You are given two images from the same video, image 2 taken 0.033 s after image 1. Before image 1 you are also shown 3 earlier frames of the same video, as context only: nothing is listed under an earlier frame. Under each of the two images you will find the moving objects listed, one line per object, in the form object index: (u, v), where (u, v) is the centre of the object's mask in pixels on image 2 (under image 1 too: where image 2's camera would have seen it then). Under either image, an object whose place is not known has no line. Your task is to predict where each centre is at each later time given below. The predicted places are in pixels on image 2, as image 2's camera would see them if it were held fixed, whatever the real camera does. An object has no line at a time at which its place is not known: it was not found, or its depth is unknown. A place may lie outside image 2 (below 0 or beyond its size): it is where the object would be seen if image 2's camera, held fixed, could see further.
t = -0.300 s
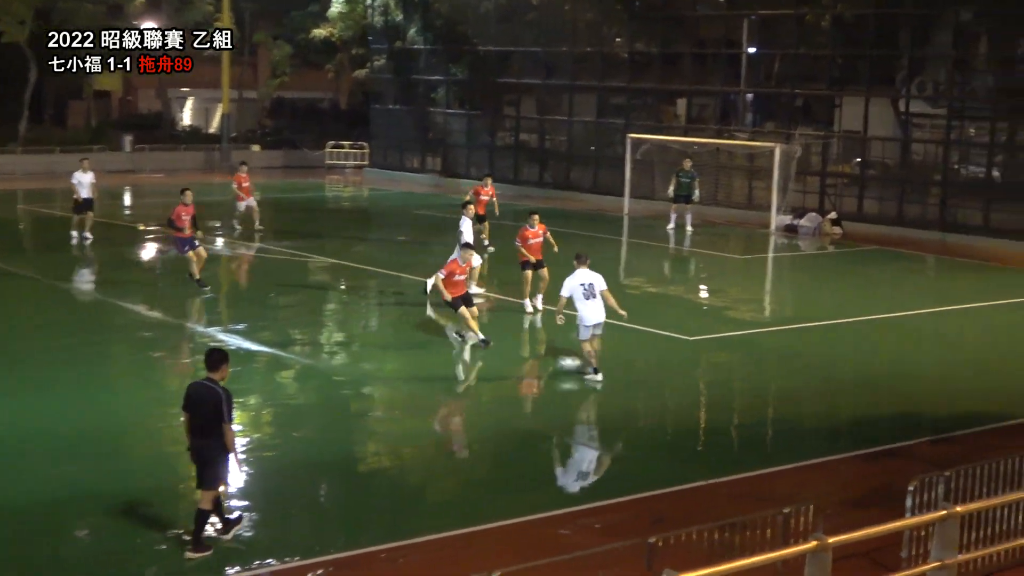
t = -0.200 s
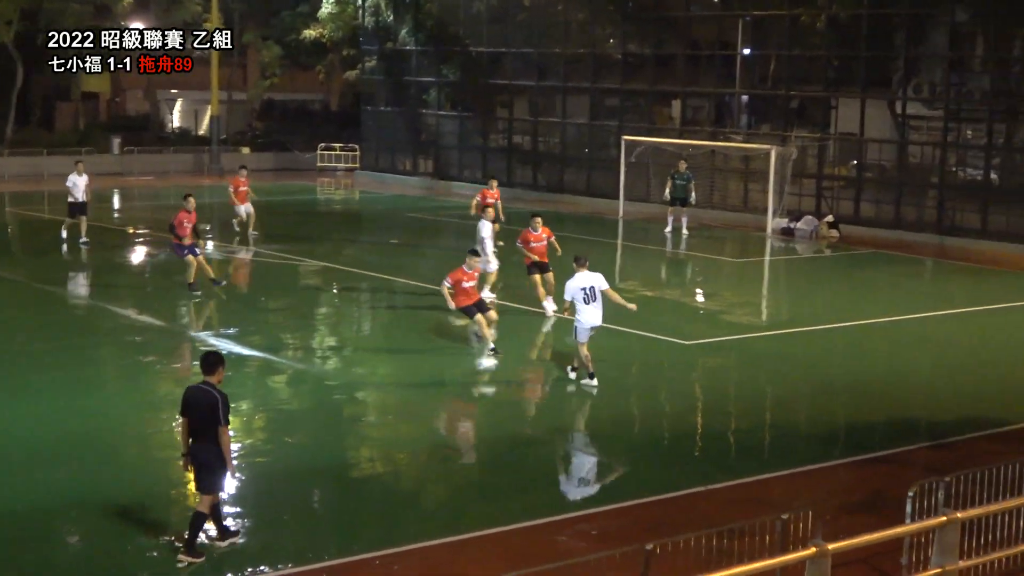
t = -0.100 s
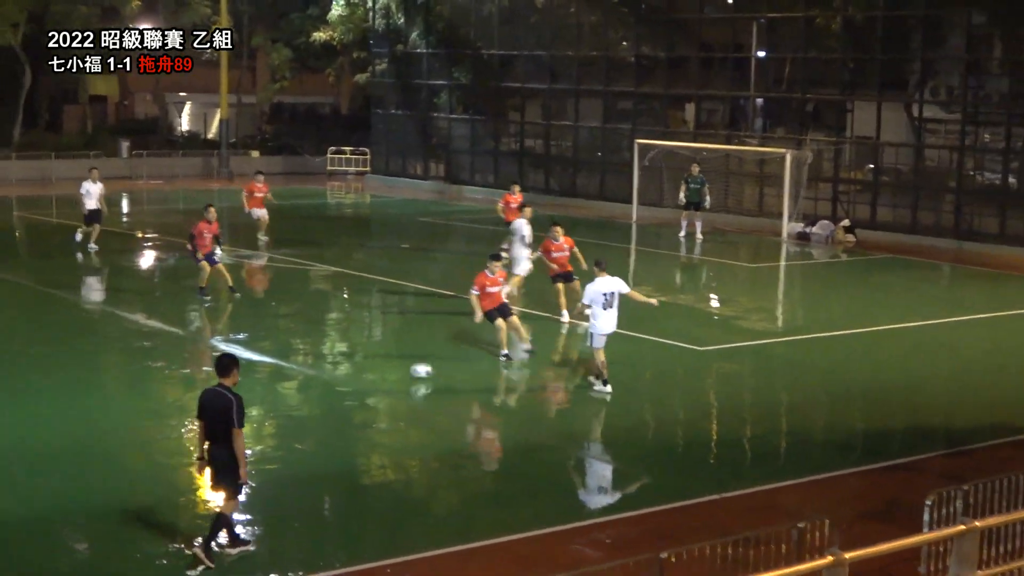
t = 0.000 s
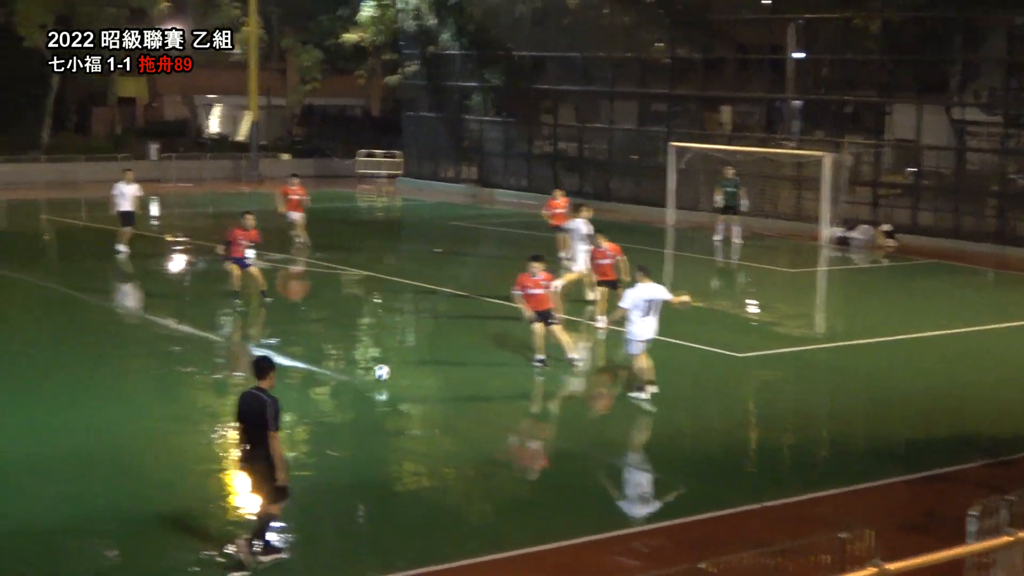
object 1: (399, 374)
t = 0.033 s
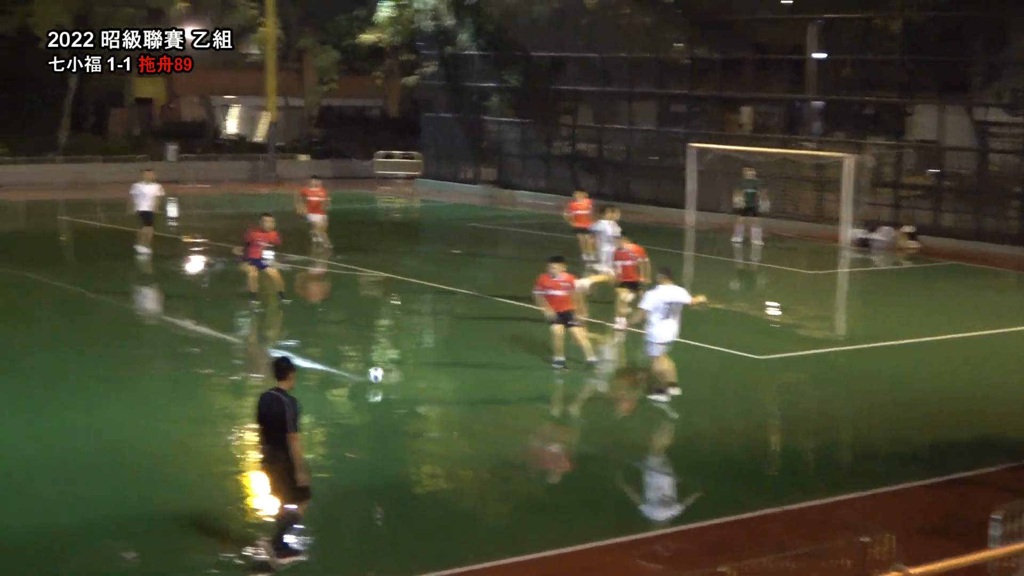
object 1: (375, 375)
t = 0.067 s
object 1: (351, 376)
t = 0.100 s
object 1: (330, 375)
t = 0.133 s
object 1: (310, 373)
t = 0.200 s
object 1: (267, 374)
